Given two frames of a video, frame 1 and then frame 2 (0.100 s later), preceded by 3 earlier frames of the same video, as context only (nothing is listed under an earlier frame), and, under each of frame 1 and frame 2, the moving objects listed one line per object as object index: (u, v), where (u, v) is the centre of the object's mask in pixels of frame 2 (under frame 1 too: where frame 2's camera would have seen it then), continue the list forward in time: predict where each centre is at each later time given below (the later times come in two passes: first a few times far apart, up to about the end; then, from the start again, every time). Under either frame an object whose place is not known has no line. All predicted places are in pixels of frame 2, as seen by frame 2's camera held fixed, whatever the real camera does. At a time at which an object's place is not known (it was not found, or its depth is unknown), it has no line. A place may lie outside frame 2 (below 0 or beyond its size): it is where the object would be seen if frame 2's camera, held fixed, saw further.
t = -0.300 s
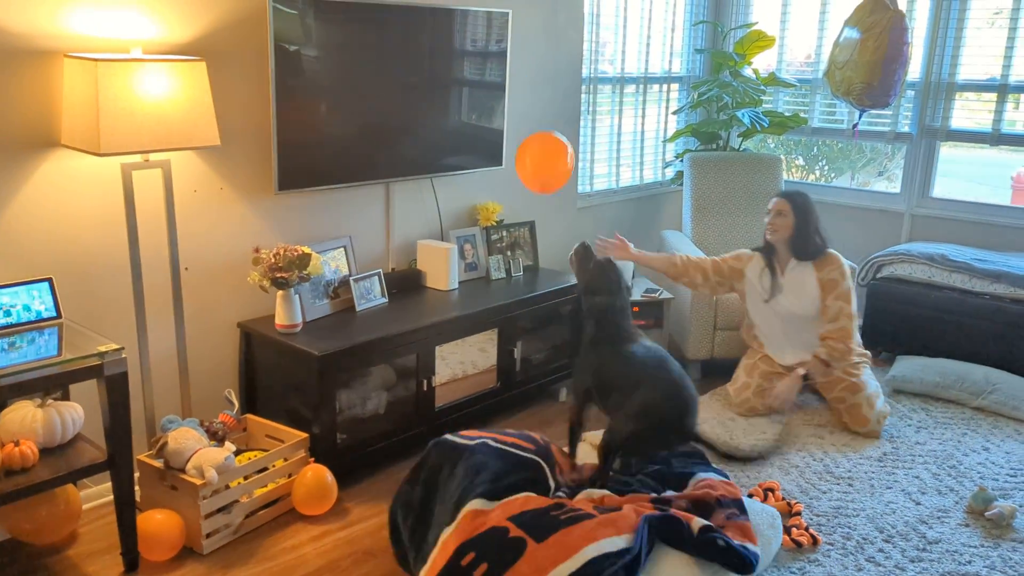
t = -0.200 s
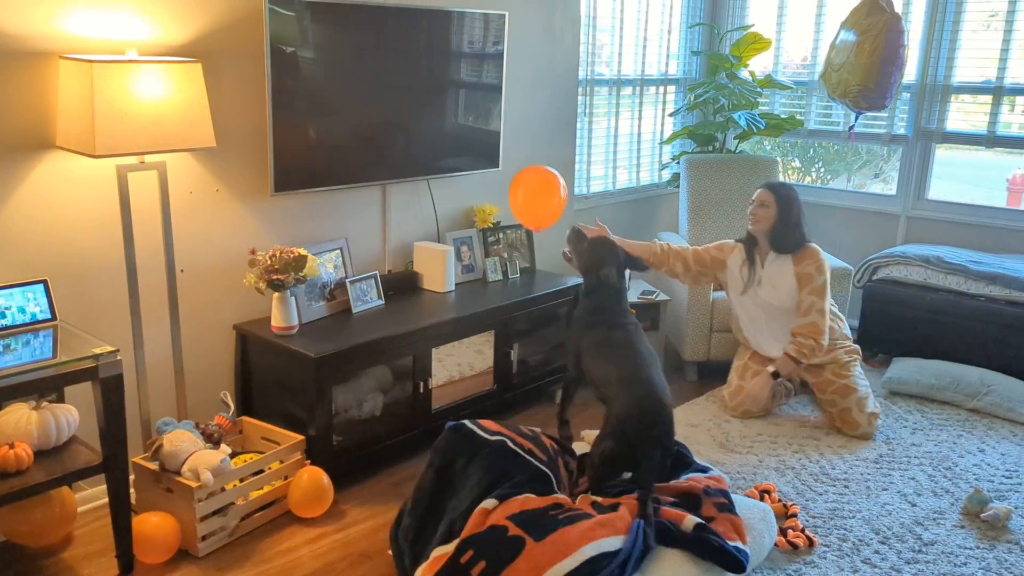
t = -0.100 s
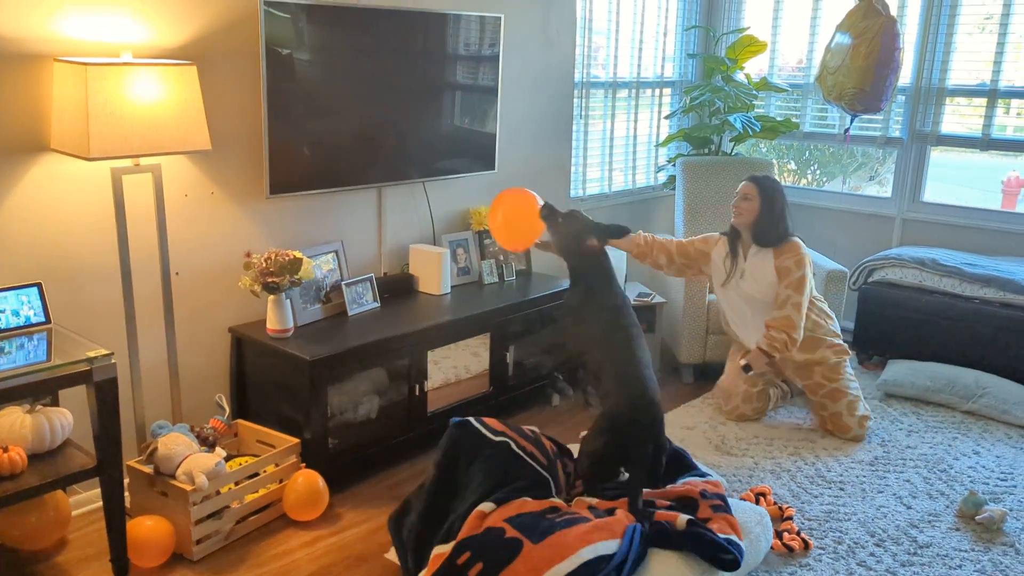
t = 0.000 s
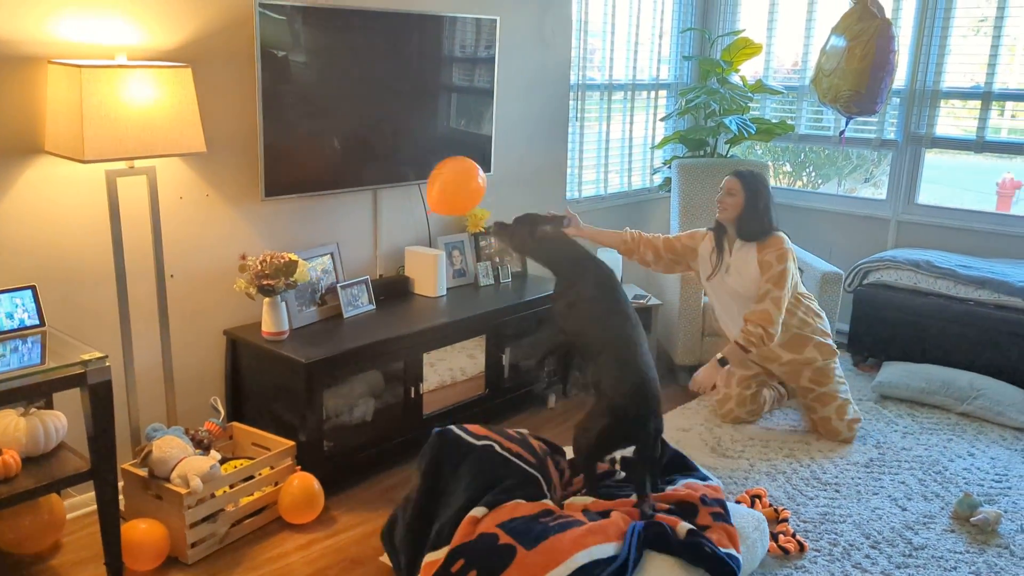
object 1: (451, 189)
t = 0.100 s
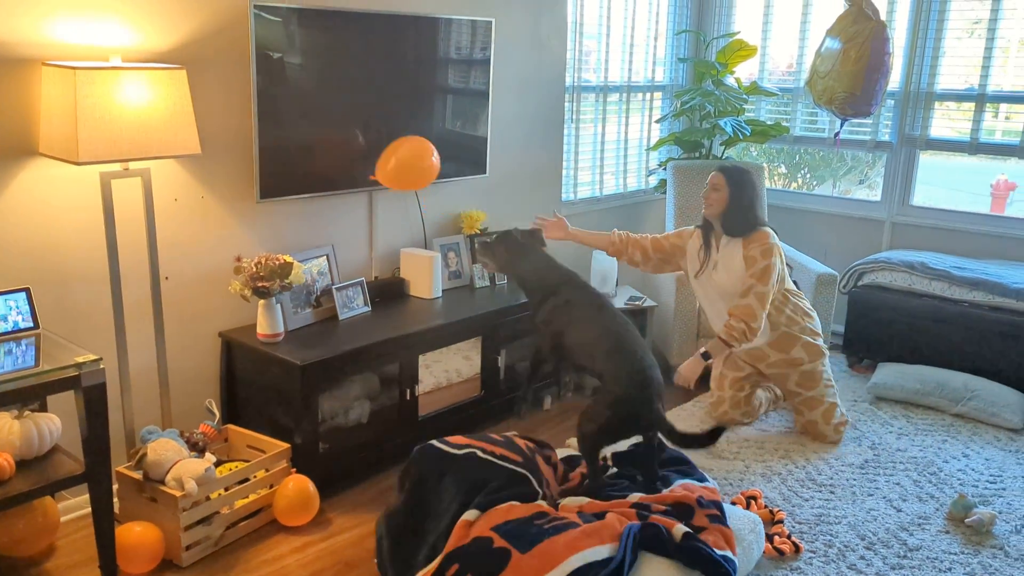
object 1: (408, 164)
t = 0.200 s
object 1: (391, 155)
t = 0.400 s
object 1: (398, 160)
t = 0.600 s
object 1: (406, 180)
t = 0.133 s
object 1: (397, 159)
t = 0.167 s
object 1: (388, 156)
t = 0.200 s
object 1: (391, 155)
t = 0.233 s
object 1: (393, 154)
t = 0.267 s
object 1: (393, 155)
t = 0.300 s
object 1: (394, 156)
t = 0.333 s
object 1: (396, 157)
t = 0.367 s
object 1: (397, 158)
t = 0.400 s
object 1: (398, 160)
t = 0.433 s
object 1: (398, 163)
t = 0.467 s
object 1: (401, 165)
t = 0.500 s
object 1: (404, 168)
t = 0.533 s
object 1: (405, 171)
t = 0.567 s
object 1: (405, 175)
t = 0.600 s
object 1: (406, 180)
